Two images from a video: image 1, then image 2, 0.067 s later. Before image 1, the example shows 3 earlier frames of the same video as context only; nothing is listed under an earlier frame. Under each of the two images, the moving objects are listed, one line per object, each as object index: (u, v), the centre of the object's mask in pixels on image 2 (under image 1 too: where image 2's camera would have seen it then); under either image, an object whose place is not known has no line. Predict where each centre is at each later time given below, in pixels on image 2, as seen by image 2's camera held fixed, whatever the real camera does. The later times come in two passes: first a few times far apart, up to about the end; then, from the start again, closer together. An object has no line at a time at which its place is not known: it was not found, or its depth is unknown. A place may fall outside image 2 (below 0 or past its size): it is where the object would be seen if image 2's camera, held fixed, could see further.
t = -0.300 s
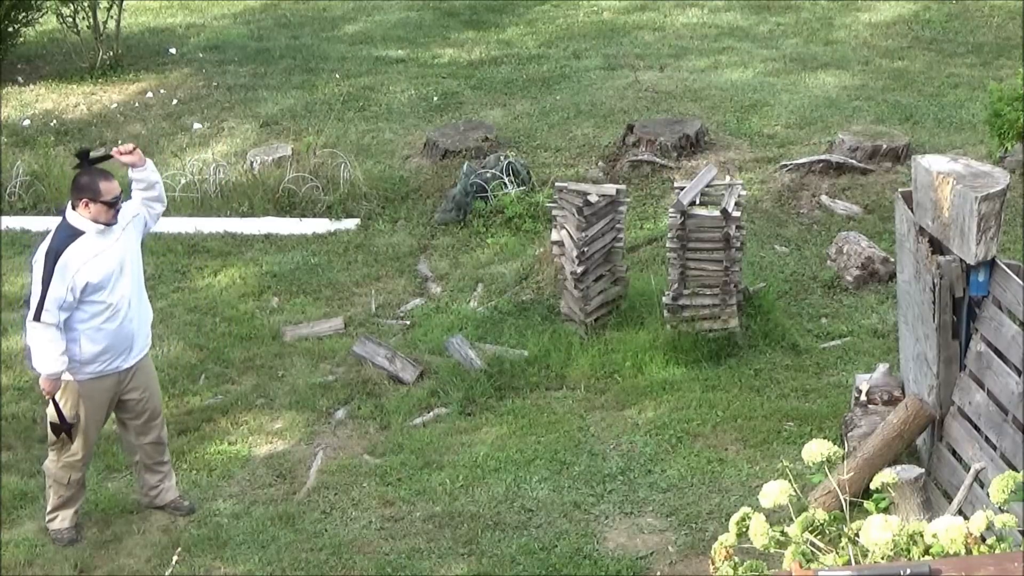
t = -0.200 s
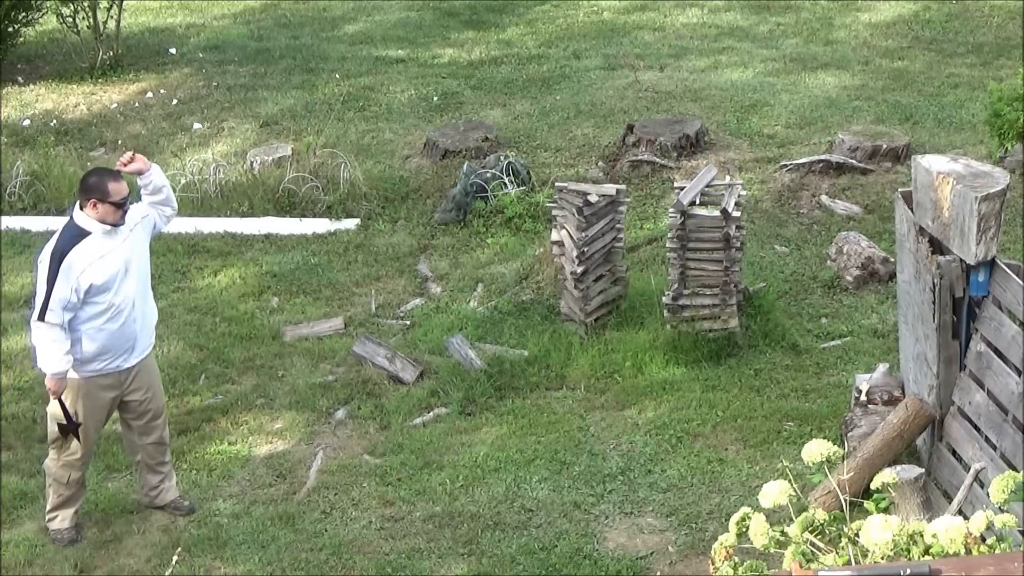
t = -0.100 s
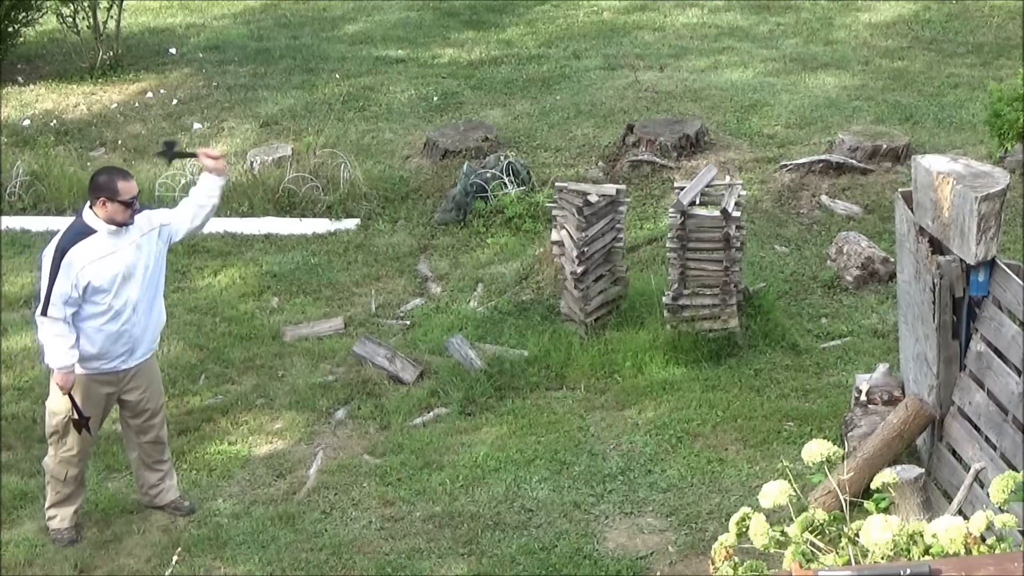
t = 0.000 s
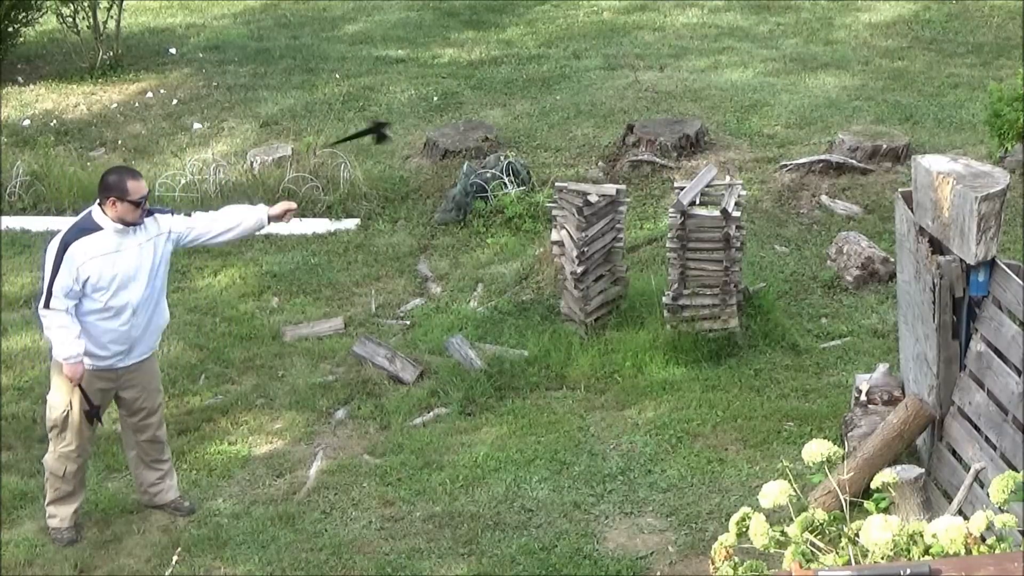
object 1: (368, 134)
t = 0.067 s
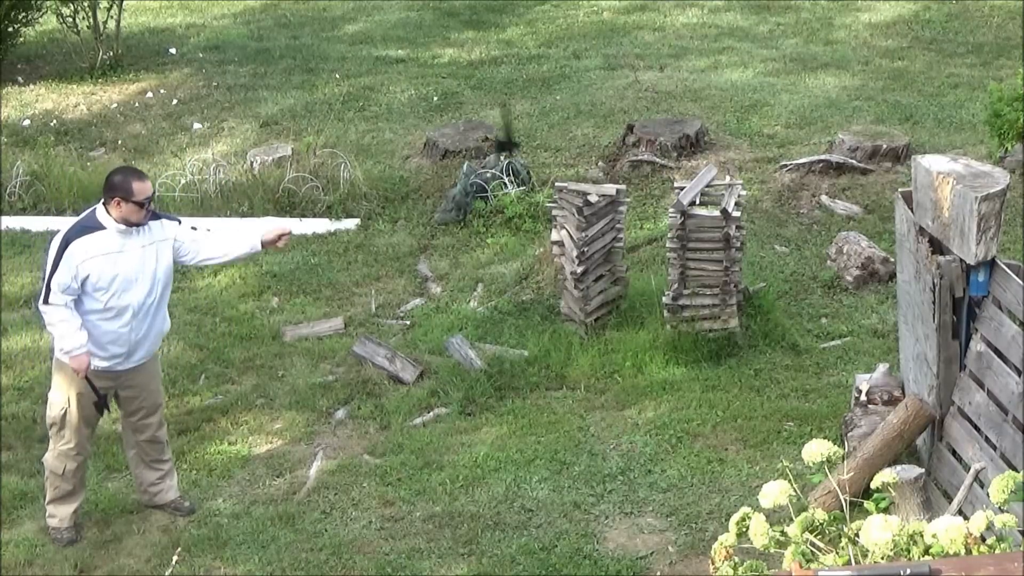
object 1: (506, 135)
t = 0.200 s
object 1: (777, 178)
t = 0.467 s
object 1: (907, 205)
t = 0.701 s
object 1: (907, 205)
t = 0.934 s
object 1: (907, 205)
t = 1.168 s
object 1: (907, 205)
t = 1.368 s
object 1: (907, 205)
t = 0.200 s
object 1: (777, 178)
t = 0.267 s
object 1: (908, 204)
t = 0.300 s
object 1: (908, 204)
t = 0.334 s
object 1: (908, 205)
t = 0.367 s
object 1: (908, 205)
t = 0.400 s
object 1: (908, 205)
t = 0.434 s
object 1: (908, 205)
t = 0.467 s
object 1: (907, 205)
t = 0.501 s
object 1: (907, 205)
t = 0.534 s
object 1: (907, 205)
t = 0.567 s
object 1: (906, 205)
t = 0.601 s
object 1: (906, 205)
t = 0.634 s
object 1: (907, 205)
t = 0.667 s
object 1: (907, 205)
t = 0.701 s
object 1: (907, 205)
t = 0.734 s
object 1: (907, 205)
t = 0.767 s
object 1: (907, 205)
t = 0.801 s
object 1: (907, 205)
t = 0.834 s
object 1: (907, 205)
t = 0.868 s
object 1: (907, 205)
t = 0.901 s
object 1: (907, 205)
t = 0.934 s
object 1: (907, 205)
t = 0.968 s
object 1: (907, 205)
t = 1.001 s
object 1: (907, 205)
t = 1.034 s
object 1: (907, 205)
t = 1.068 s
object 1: (907, 205)
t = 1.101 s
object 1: (907, 205)
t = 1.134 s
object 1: (907, 205)
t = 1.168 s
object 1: (907, 205)
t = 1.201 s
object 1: (907, 205)
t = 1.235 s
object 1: (907, 205)
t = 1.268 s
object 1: (907, 205)
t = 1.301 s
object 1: (907, 205)
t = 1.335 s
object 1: (907, 205)
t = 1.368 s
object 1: (907, 205)
